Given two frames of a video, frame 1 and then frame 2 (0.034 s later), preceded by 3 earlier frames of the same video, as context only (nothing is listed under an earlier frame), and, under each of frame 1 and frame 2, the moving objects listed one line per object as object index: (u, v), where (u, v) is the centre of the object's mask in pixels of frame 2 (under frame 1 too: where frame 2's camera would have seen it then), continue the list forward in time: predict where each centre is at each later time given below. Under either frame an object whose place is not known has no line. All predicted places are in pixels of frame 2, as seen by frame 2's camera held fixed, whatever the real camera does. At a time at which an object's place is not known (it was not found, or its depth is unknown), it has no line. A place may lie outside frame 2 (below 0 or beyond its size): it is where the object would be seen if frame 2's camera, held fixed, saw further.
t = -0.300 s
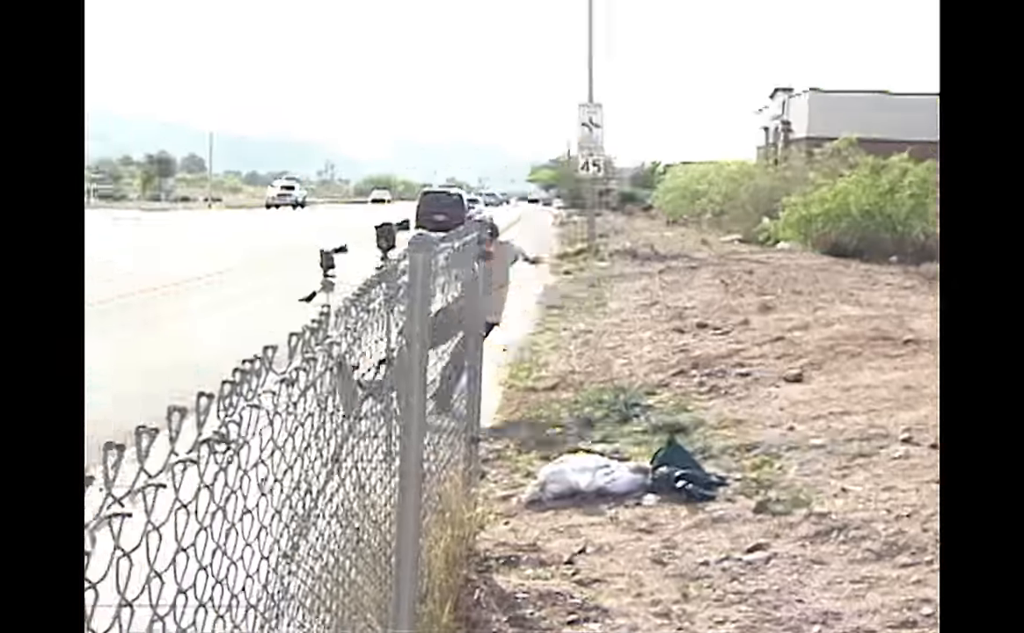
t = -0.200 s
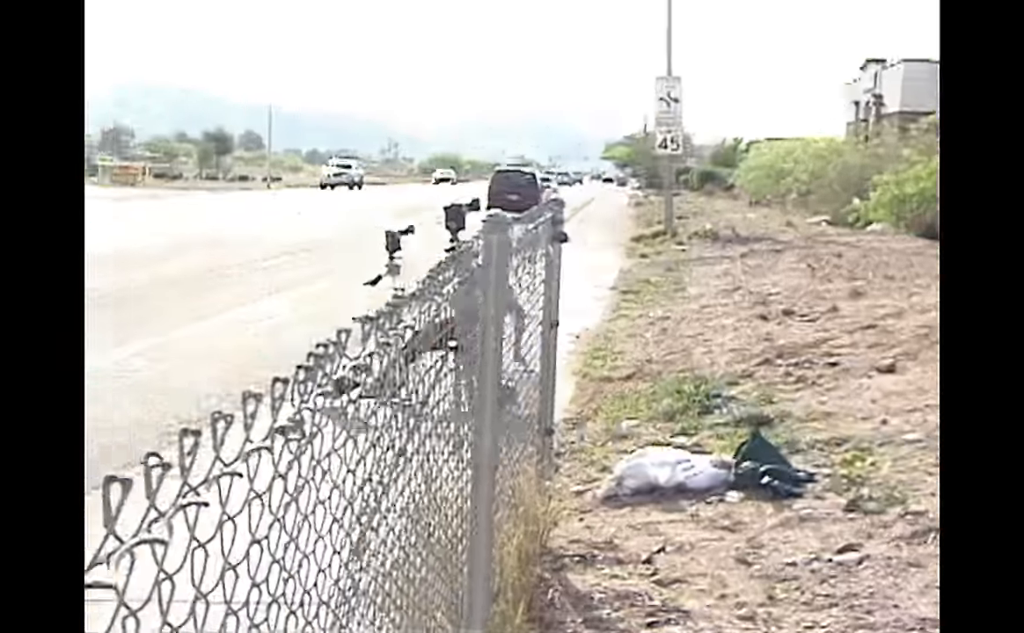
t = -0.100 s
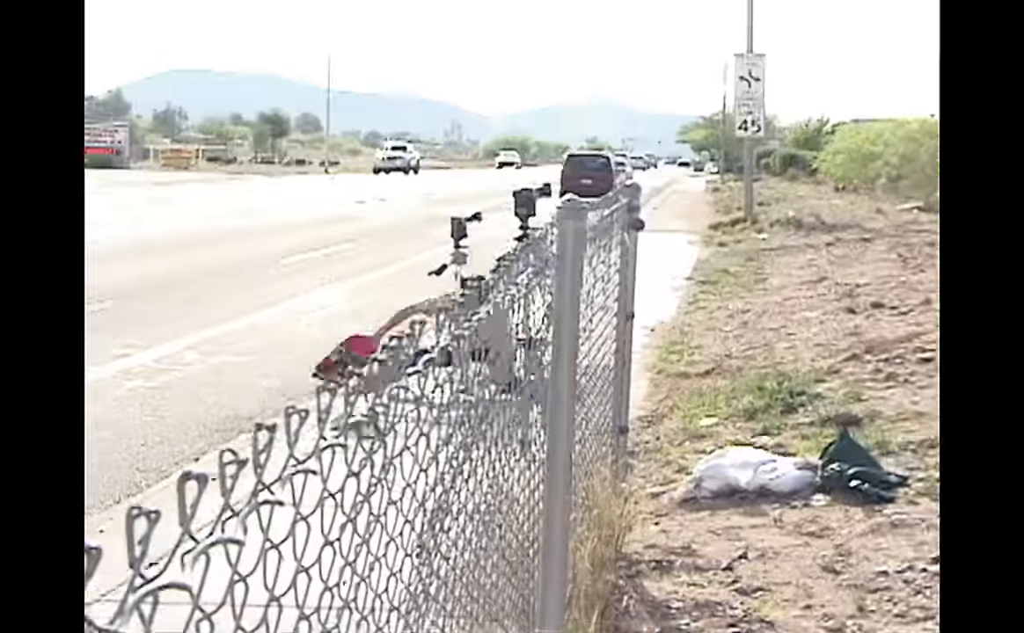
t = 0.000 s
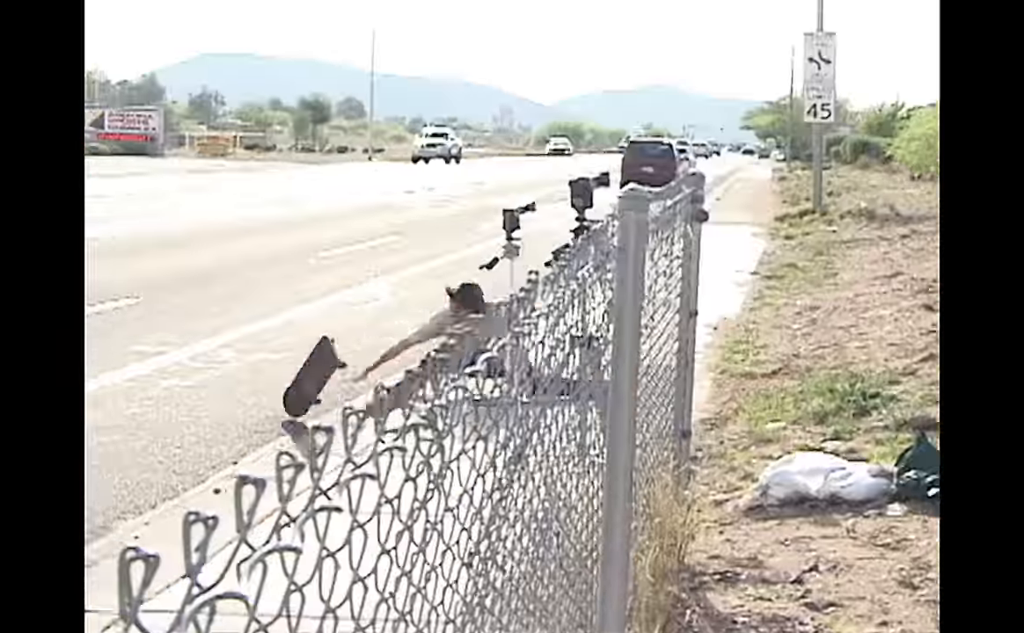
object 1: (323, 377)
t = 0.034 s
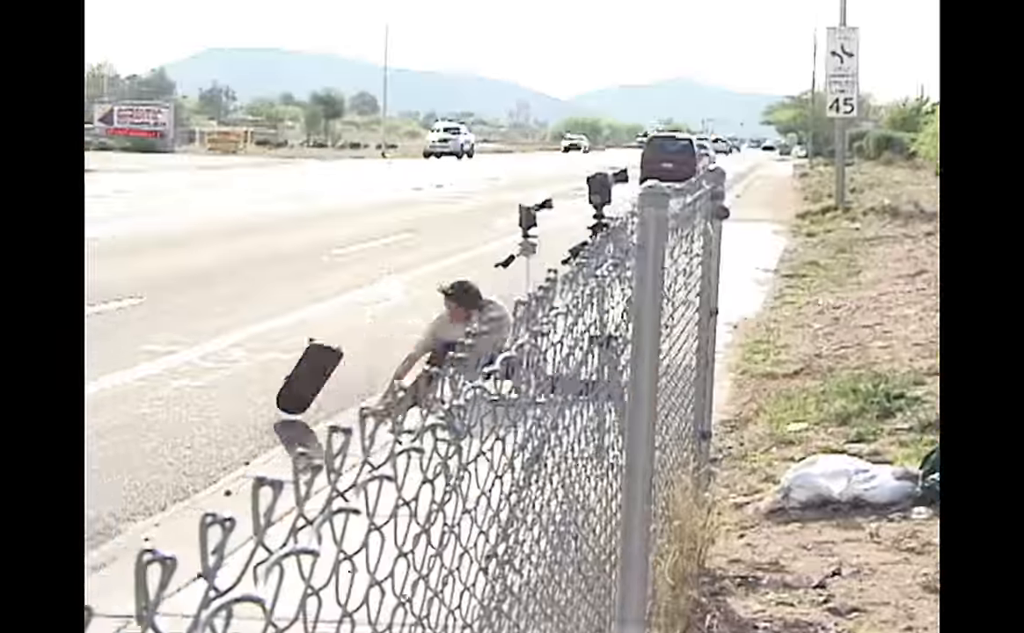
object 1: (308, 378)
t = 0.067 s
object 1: (292, 375)
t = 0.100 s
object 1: (281, 368)
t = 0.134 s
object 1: (262, 369)
